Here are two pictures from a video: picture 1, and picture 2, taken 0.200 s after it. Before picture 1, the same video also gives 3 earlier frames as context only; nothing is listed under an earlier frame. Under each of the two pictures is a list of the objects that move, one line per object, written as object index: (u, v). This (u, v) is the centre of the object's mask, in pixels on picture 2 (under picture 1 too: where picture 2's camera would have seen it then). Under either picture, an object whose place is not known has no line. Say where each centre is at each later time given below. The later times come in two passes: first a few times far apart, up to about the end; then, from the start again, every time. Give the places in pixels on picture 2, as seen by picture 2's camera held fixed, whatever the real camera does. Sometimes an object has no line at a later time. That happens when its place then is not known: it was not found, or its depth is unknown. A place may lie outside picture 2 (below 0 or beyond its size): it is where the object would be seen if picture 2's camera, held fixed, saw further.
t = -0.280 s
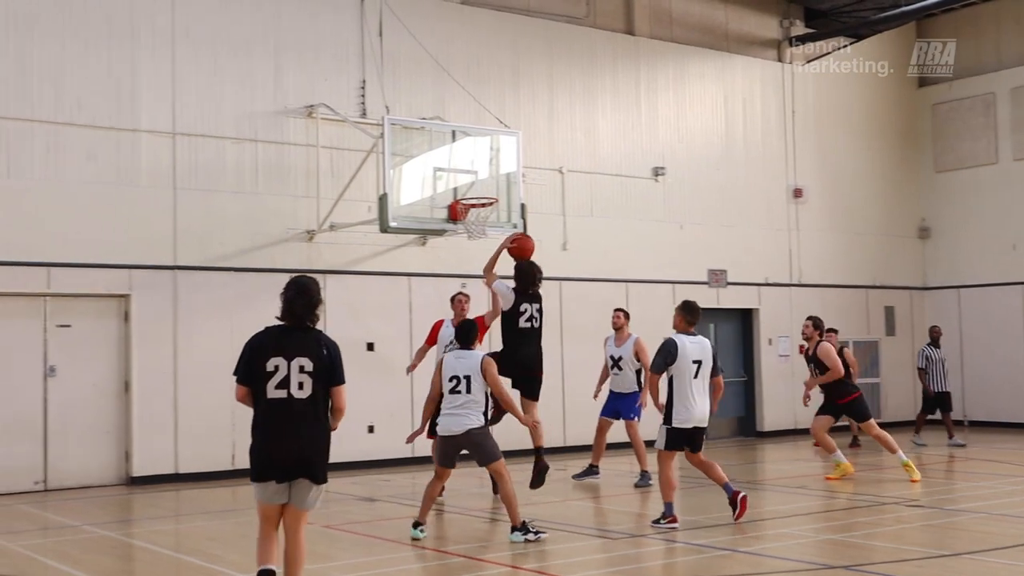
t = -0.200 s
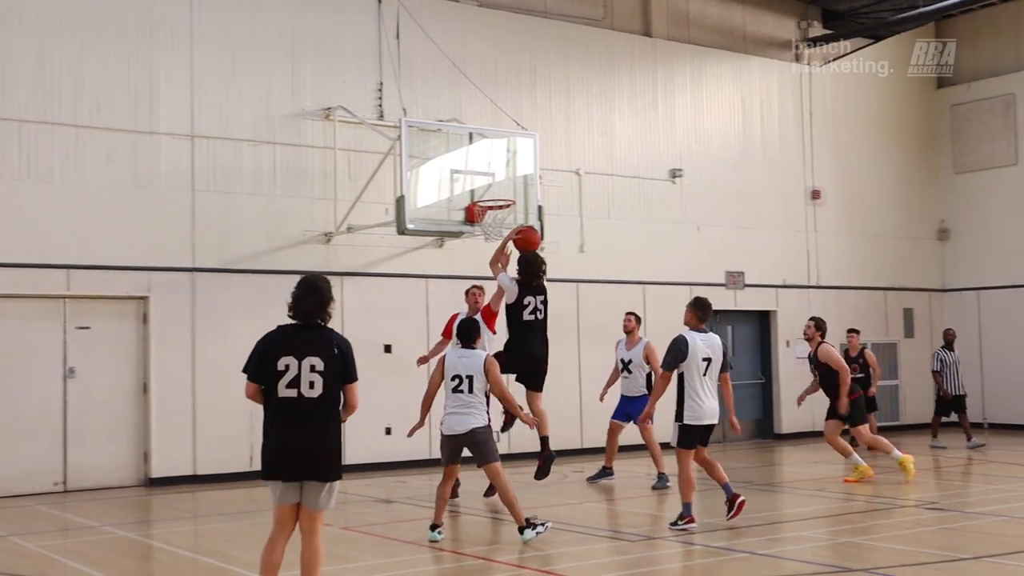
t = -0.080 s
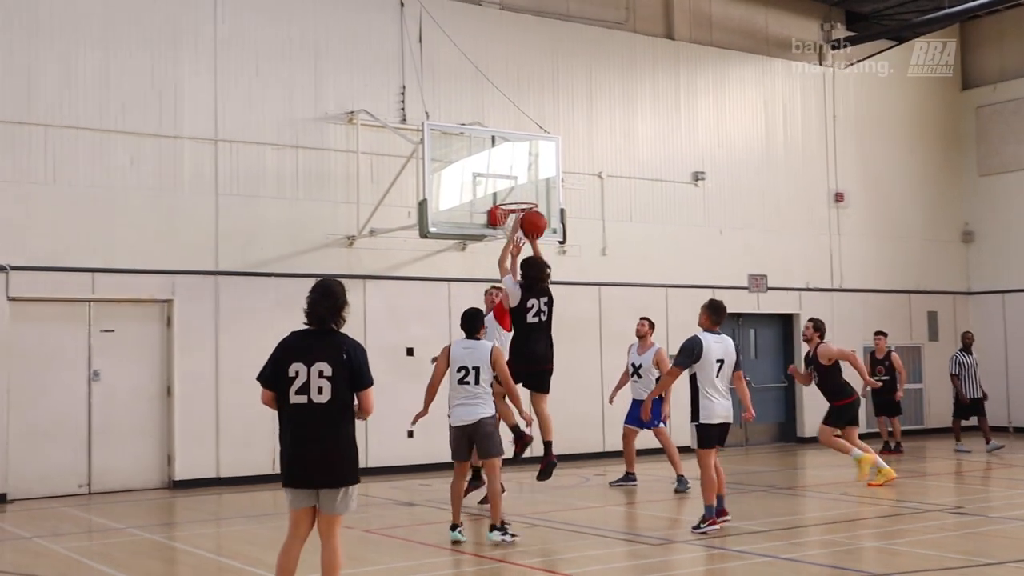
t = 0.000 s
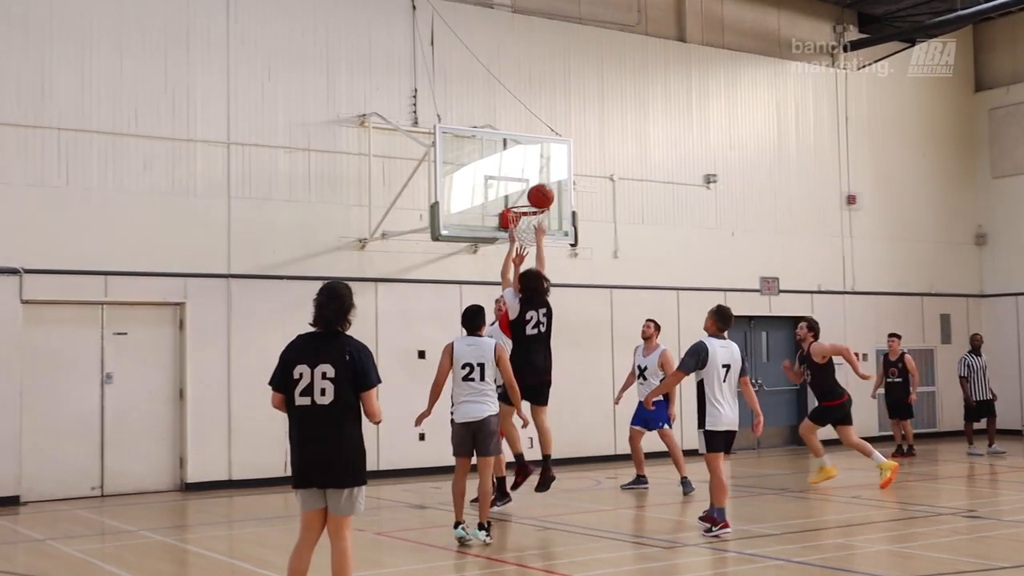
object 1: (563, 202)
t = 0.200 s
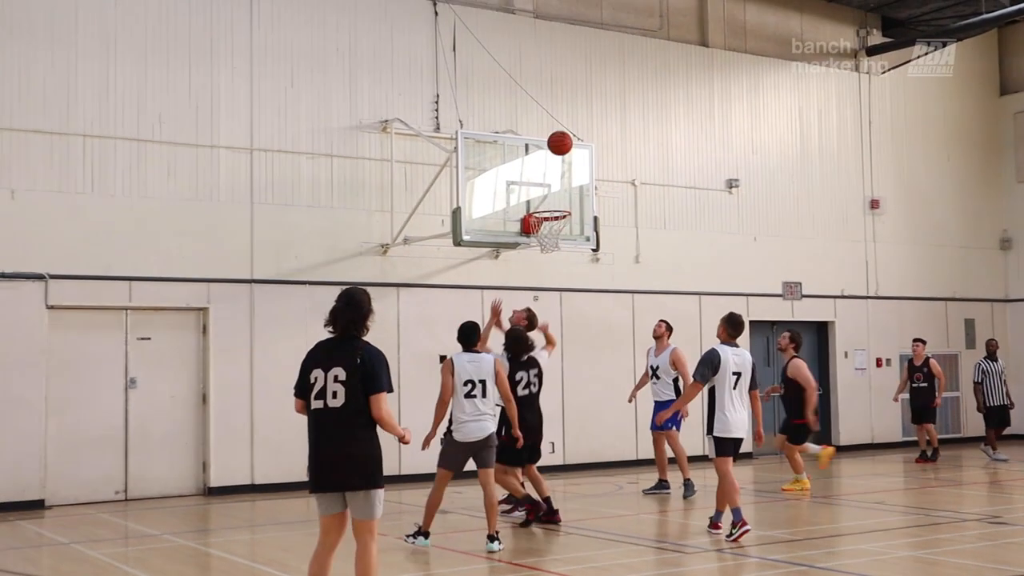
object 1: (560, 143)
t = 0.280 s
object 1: (559, 133)
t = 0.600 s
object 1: (557, 153)
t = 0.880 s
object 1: (554, 215)
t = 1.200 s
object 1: (551, 256)
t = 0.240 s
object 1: (559, 137)
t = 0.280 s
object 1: (559, 133)
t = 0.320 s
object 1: (558, 130)
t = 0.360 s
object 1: (558, 129)
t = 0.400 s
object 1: (558, 129)
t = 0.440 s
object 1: (558, 131)
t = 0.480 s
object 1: (558, 134)
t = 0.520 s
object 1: (557, 139)
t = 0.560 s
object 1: (557, 145)
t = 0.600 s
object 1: (557, 153)
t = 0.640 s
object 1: (557, 162)
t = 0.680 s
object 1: (557, 172)
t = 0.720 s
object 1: (557, 184)
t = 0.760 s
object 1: (557, 197)
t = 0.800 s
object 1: (557, 204)
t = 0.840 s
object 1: (555, 210)
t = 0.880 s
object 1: (554, 215)
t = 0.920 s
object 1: (548, 217)
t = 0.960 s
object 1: (540, 221)
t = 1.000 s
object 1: (539, 226)
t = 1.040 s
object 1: (541, 231)
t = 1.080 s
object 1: (542, 236)
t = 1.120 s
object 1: (545, 242)
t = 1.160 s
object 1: (548, 248)
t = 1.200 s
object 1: (551, 256)
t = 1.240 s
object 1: (554, 264)
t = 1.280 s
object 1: (556, 274)
